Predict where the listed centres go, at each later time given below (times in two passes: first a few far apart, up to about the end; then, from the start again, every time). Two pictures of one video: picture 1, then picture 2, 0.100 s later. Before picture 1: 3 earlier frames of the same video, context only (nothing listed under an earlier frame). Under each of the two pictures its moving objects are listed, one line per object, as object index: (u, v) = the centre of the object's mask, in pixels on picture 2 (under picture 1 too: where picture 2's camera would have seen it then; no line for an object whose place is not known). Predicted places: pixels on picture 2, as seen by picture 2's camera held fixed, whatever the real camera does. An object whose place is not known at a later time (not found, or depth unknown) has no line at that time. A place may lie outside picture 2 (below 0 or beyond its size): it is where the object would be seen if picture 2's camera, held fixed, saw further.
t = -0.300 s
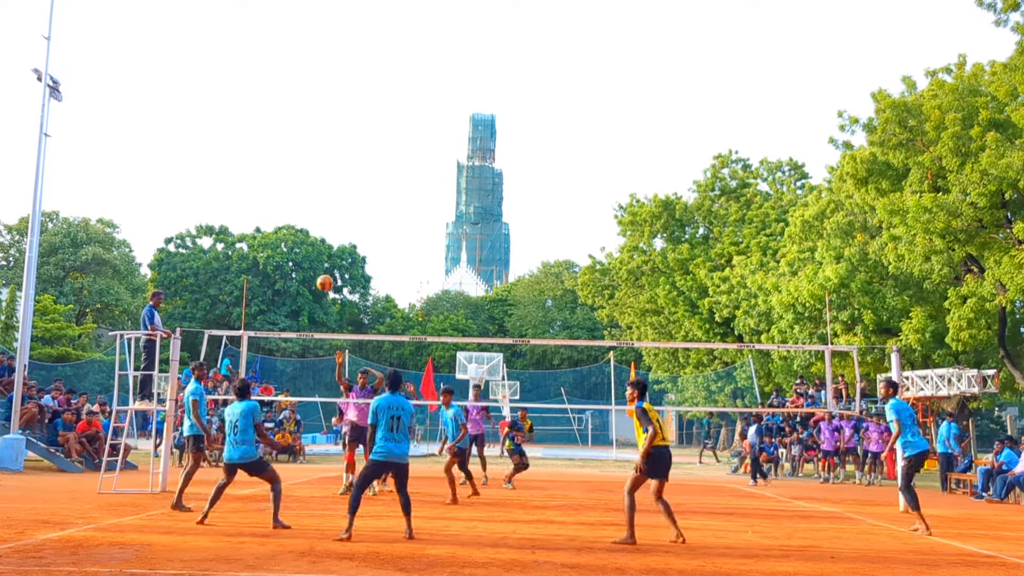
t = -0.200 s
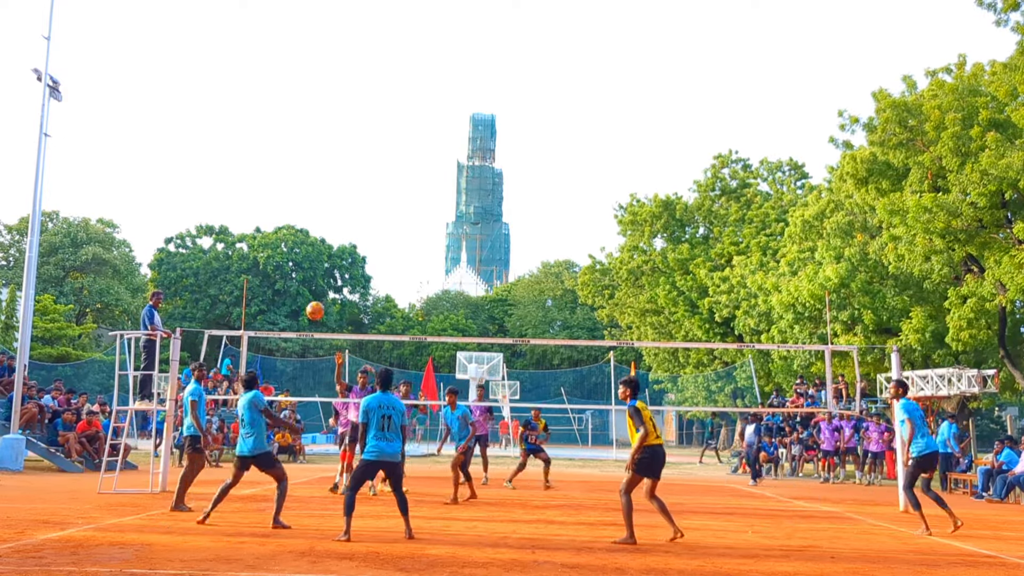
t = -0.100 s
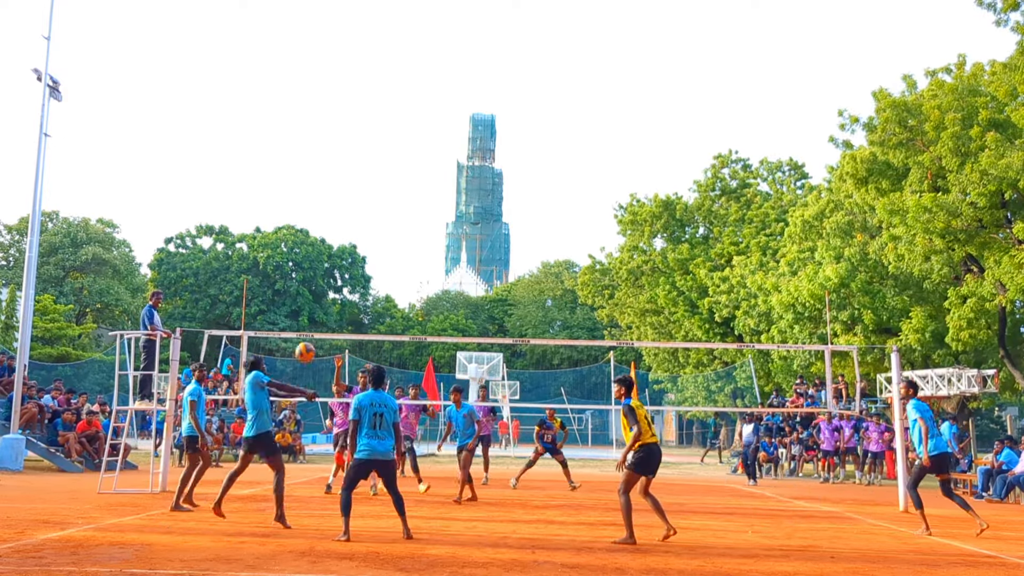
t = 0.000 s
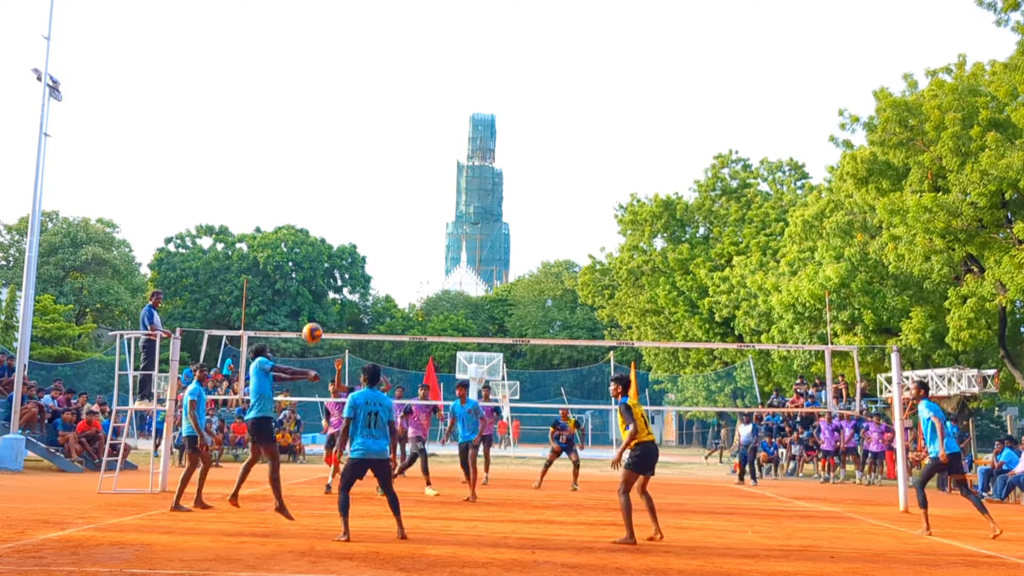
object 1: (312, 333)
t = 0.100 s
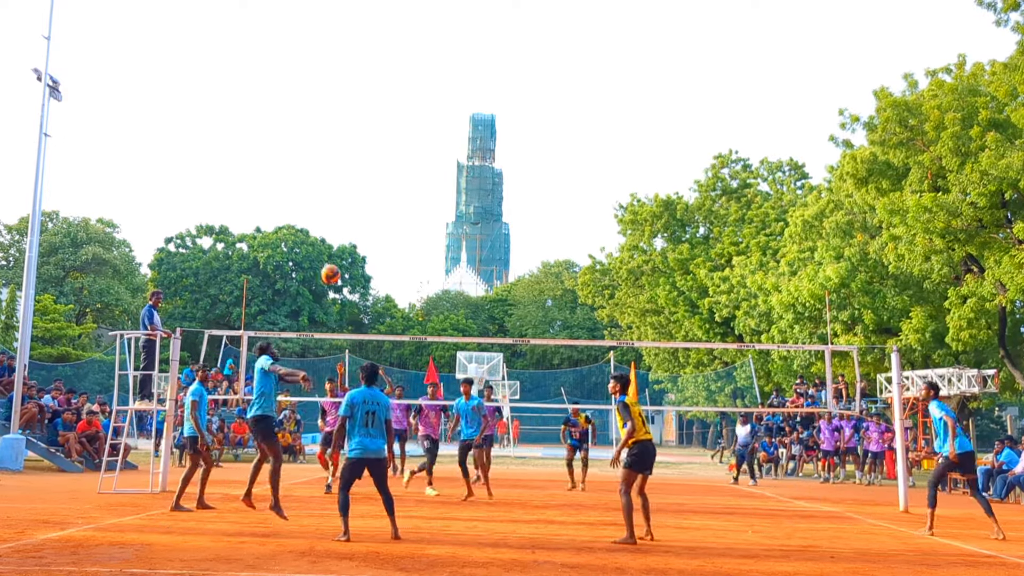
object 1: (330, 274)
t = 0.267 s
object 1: (357, 203)
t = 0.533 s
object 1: (392, 147)
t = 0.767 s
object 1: (418, 145)
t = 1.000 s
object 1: (440, 180)
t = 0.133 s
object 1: (336, 257)
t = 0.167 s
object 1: (342, 243)
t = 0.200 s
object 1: (347, 228)
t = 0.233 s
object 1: (352, 215)
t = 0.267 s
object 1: (357, 203)
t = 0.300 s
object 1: (362, 192)
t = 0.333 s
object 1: (367, 183)
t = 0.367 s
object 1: (371, 174)
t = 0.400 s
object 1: (375, 167)
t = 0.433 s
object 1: (380, 160)
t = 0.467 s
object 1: (384, 155)
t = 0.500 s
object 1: (388, 150)
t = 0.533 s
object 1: (392, 147)
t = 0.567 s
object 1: (396, 144)
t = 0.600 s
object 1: (400, 142)
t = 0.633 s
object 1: (404, 141)
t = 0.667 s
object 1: (408, 141)
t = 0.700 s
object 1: (411, 142)
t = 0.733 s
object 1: (415, 143)
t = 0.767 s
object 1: (418, 145)
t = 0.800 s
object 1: (422, 148)
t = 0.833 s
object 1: (425, 152)
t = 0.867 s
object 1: (428, 156)
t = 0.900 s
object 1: (431, 161)
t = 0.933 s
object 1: (434, 167)
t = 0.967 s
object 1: (437, 173)
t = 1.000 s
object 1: (440, 180)
